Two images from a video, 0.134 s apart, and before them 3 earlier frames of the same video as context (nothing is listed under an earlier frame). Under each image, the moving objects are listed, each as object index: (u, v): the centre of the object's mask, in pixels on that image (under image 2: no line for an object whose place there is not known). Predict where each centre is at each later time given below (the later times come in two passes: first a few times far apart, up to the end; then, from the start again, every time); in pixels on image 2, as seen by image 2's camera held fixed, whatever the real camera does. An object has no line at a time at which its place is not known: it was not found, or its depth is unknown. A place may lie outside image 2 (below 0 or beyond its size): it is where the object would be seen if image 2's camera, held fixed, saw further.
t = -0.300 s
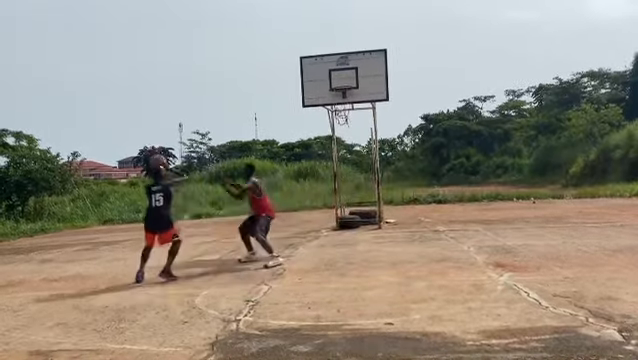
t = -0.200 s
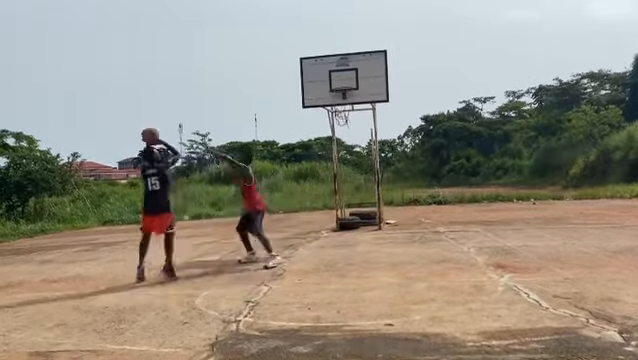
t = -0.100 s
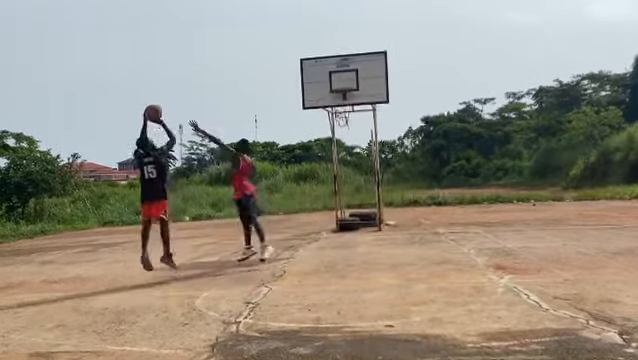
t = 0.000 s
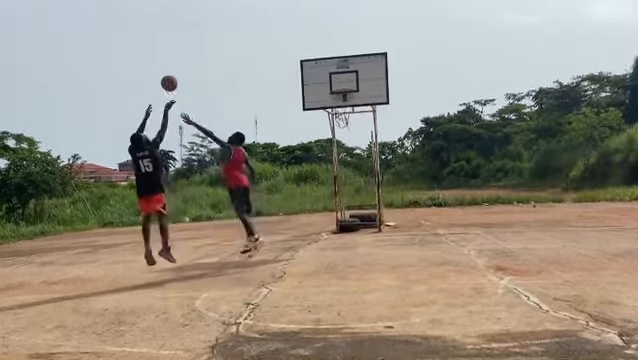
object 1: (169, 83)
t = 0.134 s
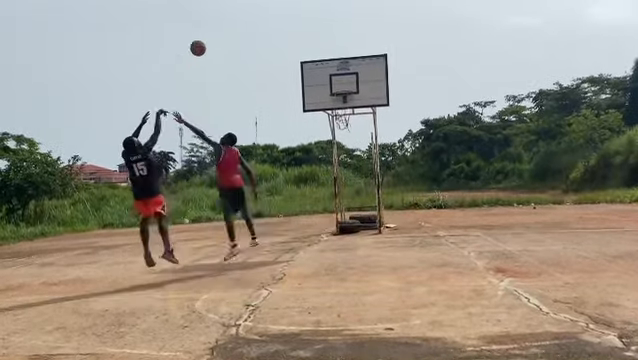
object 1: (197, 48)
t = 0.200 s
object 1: (211, 35)
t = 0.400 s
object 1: (247, 15)
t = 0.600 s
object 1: (279, 19)
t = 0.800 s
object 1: (307, 43)
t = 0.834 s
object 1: (311, 49)
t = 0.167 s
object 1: (204, 41)
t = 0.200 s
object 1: (211, 35)
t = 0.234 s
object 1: (217, 30)
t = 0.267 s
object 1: (224, 25)
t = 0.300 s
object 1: (229, 22)
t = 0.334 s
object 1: (235, 19)
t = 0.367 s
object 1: (241, 17)
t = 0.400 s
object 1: (247, 15)
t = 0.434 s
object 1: (252, 14)
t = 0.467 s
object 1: (258, 14)
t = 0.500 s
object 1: (263, 15)
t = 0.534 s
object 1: (269, 16)
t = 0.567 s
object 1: (274, 17)
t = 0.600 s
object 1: (279, 19)
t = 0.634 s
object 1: (284, 22)
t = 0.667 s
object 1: (289, 25)
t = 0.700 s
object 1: (293, 29)
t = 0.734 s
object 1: (298, 33)
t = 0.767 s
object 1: (302, 38)
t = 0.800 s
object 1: (307, 43)
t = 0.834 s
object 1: (311, 49)
